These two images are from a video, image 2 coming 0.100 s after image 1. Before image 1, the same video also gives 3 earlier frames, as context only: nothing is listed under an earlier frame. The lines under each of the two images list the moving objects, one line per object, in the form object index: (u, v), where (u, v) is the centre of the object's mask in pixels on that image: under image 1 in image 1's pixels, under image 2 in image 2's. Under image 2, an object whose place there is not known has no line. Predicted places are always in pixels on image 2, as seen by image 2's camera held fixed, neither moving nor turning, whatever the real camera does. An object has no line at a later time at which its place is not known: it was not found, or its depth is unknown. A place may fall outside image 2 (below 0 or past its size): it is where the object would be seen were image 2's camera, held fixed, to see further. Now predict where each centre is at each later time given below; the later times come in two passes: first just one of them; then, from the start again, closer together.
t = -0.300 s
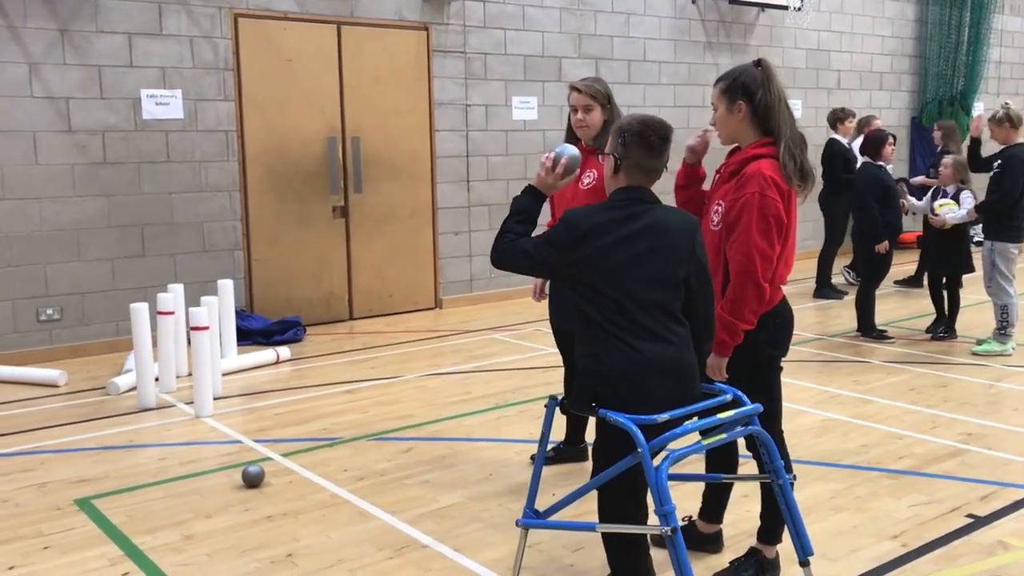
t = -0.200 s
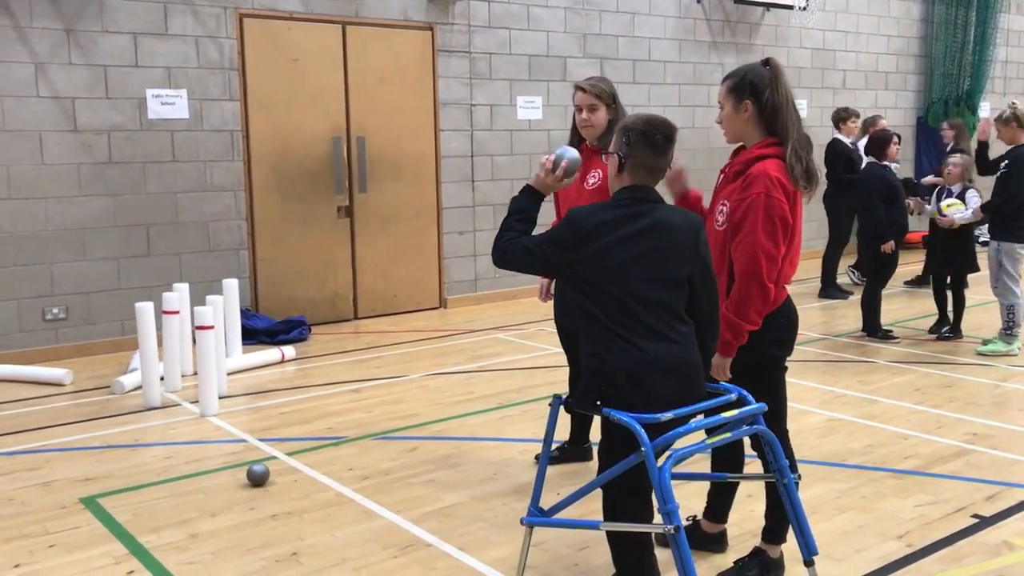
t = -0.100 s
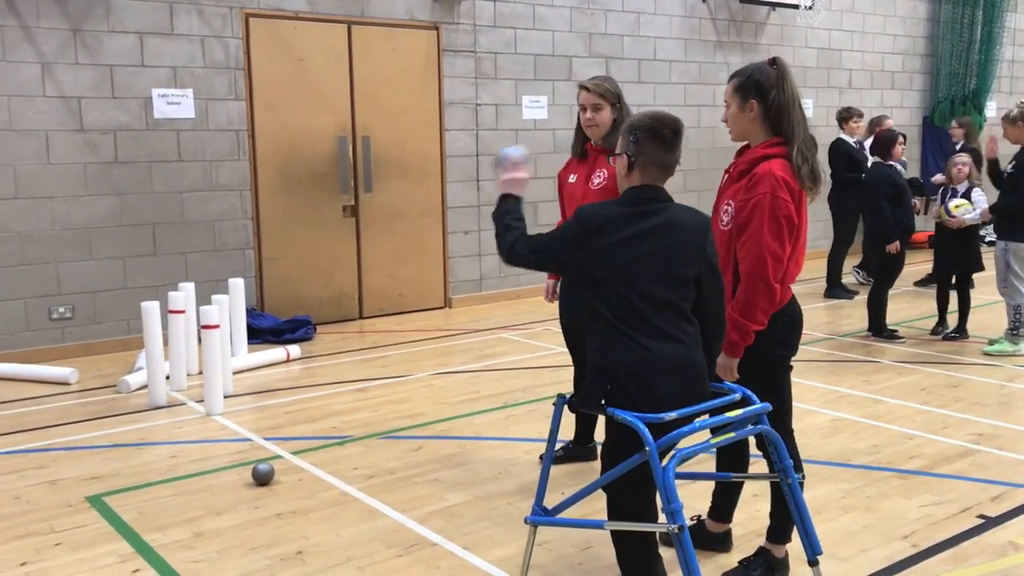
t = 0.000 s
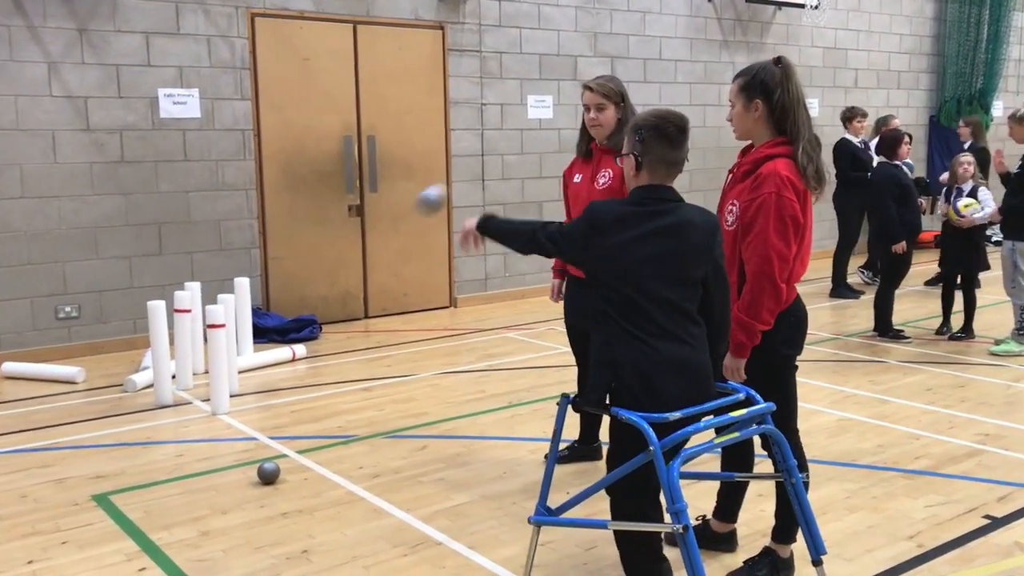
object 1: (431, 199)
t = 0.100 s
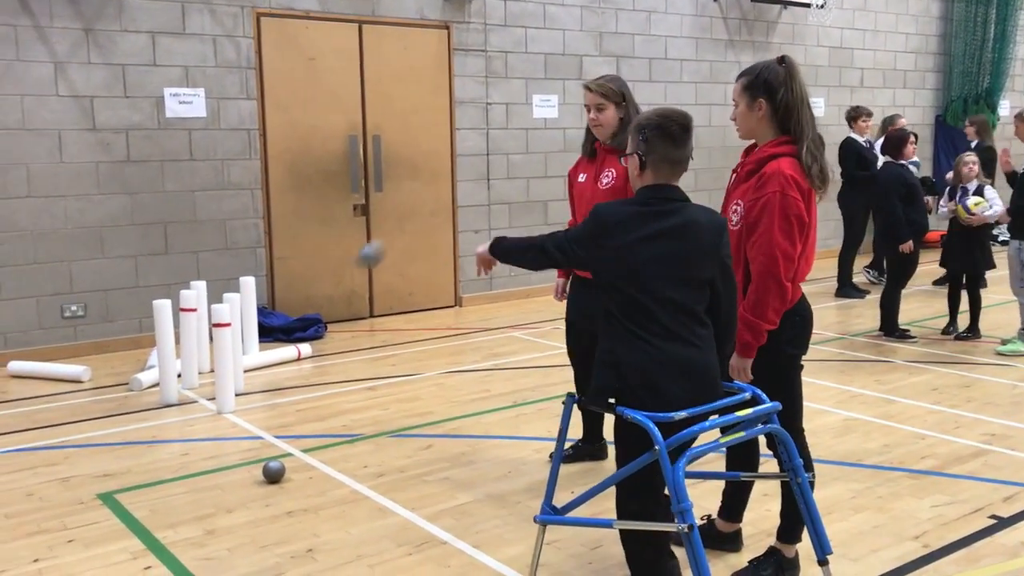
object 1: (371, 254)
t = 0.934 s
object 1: (140, 351)
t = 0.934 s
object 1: (140, 351)
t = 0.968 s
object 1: (135, 362)
